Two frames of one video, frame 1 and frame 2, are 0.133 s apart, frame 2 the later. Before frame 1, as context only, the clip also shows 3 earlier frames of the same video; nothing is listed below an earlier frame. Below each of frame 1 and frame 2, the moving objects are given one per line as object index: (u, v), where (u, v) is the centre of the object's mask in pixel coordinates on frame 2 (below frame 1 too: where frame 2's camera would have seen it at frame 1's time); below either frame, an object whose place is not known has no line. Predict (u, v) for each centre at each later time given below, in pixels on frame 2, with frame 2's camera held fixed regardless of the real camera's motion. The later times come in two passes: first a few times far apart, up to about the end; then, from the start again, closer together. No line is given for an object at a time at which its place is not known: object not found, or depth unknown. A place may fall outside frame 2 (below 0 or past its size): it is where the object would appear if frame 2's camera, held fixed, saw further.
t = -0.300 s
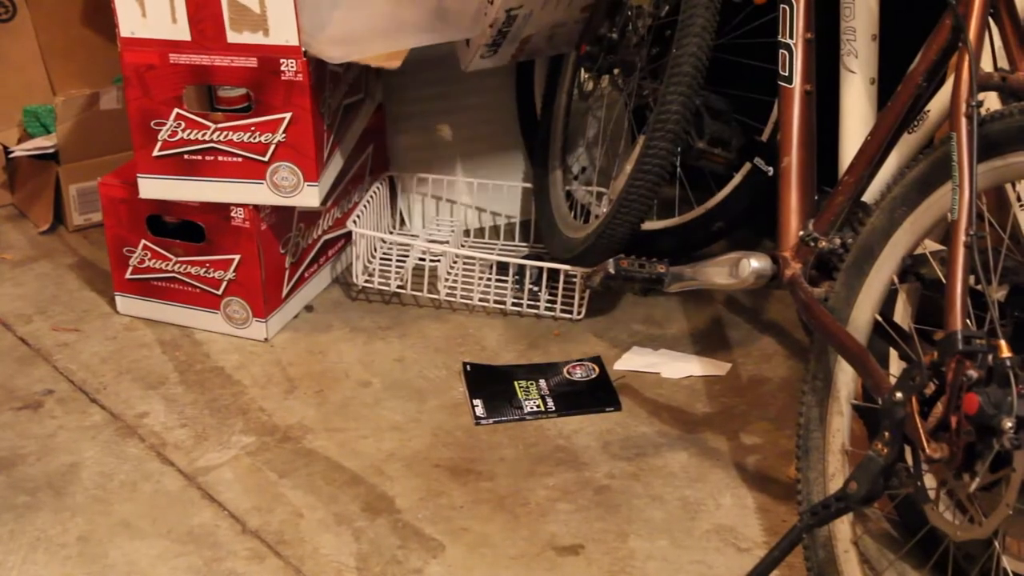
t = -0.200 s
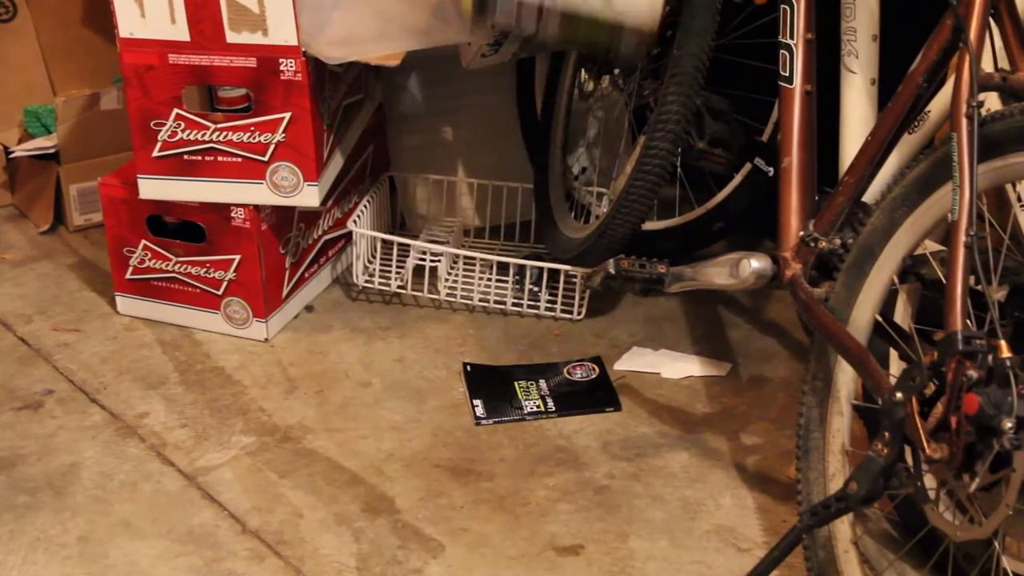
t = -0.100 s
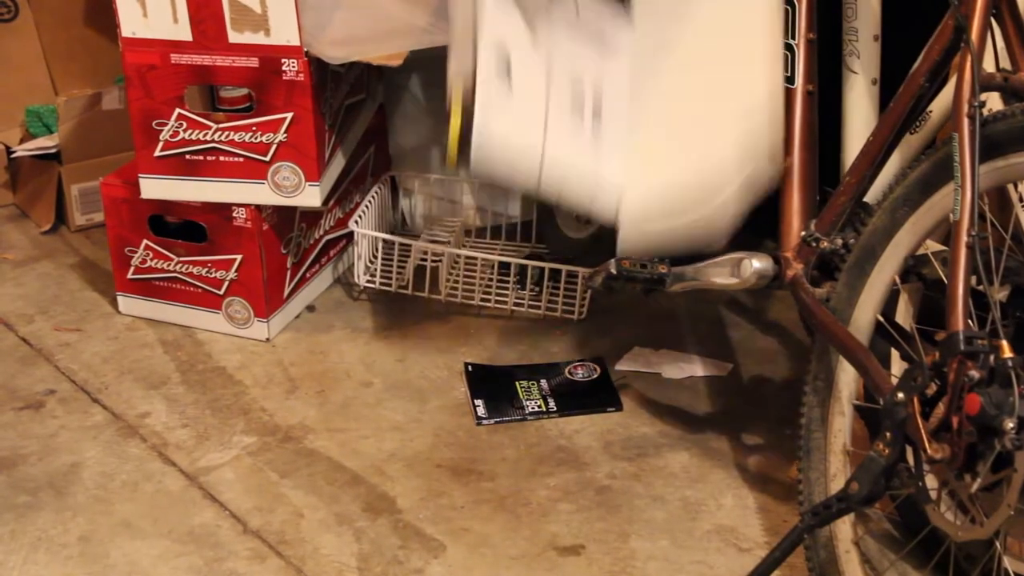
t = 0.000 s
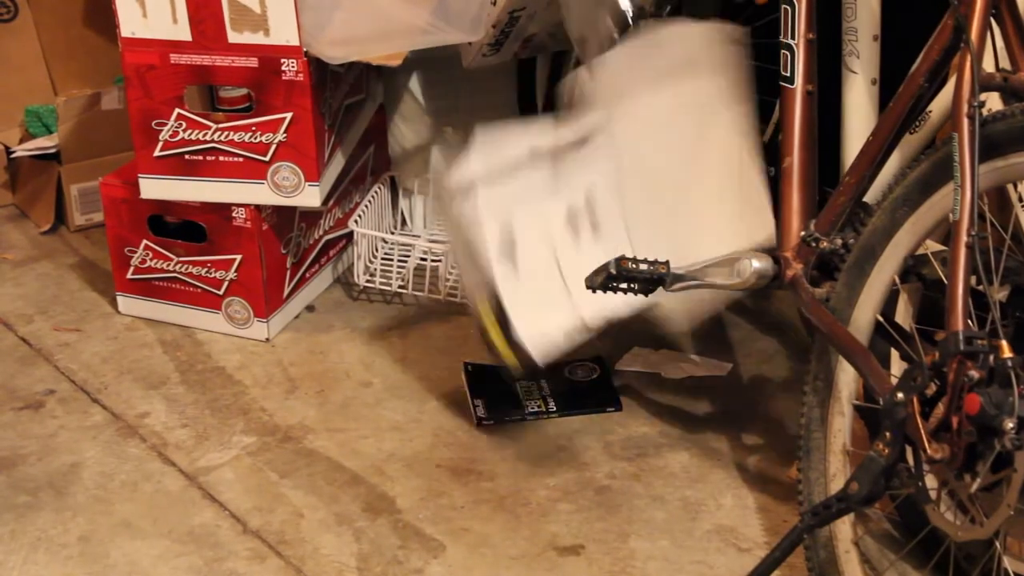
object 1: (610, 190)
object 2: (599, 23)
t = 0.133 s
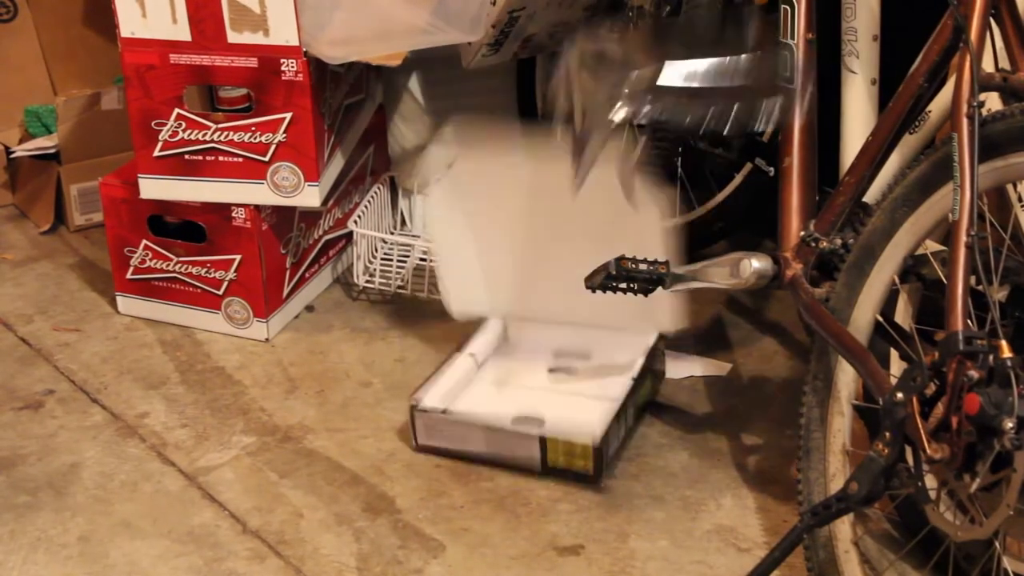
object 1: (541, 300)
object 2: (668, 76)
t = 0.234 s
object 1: (539, 331)
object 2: (645, 180)
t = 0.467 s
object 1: (533, 360)
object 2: (430, 361)
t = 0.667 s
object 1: (526, 343)
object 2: (269, 522)
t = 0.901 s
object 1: (526, 343)
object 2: (184, 522)
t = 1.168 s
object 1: (526, 343)
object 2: (178, 521)
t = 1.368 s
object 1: (526, 343)
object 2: (178, 521)
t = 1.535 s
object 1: (526, 343)
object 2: (178, 521)
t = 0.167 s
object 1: (538, 315)
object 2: (663, 112)
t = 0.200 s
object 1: (541, 314)
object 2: (658, 145)
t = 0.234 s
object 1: (539, 331)
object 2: (645, 180)
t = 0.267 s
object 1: (535, 341)
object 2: (632, 206)
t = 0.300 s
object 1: (542, 366)
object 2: (621, 227)
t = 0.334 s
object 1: (539, 371)
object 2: (590, 250)
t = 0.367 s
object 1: (526, 351)
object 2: (552, 277)
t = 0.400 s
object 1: (526, 350)
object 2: (517, 303)
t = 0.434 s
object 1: (526, 345)
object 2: (470, 332)
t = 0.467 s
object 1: (533, 360)
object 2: (430, 361)
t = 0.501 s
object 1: (531, 338)
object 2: (384, 395)
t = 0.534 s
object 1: (537, 331)
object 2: (365, 427)
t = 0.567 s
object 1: (532, 336)
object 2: (335, 457)
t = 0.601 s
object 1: (527, 342)
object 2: (314, 491)
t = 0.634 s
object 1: (526, 343)
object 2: (293, 510)
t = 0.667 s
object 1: (526, 343)
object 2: (269, 522)
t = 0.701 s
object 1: (526, 343)
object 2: (251, 530)
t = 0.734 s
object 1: (526, 343)
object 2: (239, 524)
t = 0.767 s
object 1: (526, 343)
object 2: (227, 519)
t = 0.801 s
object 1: (525, 343)
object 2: (211, 518)
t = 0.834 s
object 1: (526, 343)
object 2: (200, 517)
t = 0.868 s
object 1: (526, 343)
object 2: (190, 521)
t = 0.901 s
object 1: (526, 343)
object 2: (184, 522)
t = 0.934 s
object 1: (526, 343)
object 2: (179, 521)
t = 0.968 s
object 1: (526, 343)
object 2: (178, 521)
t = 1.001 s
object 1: (526, 343)
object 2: (178, 521)
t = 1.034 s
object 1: (526, 343)
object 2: (178, 521)
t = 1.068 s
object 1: (526, 343)
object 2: (178, 521)
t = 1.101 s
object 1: (526, 343)
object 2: (178, 521)
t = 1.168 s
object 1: (526, 343)
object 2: (178, 521)
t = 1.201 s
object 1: (526, 343)
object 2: (178, 521)
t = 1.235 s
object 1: (526, 343)
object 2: (178, 521)
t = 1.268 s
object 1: (526, 343)
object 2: (178, 521)
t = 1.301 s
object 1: (526, 343)
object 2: (178, 521)
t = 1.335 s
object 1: (526, 343)
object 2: (178, 521)
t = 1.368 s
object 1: (526, 343)
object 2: (178, 521)
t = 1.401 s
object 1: (526, 343)
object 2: (178, 521)
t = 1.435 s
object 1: (526, 343)
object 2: (178, 521)
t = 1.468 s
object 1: (526, 343)
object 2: (178, 521)
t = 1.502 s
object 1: (526, 343)
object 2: (178, 521)
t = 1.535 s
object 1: (526, 343)
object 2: (178, 521)
